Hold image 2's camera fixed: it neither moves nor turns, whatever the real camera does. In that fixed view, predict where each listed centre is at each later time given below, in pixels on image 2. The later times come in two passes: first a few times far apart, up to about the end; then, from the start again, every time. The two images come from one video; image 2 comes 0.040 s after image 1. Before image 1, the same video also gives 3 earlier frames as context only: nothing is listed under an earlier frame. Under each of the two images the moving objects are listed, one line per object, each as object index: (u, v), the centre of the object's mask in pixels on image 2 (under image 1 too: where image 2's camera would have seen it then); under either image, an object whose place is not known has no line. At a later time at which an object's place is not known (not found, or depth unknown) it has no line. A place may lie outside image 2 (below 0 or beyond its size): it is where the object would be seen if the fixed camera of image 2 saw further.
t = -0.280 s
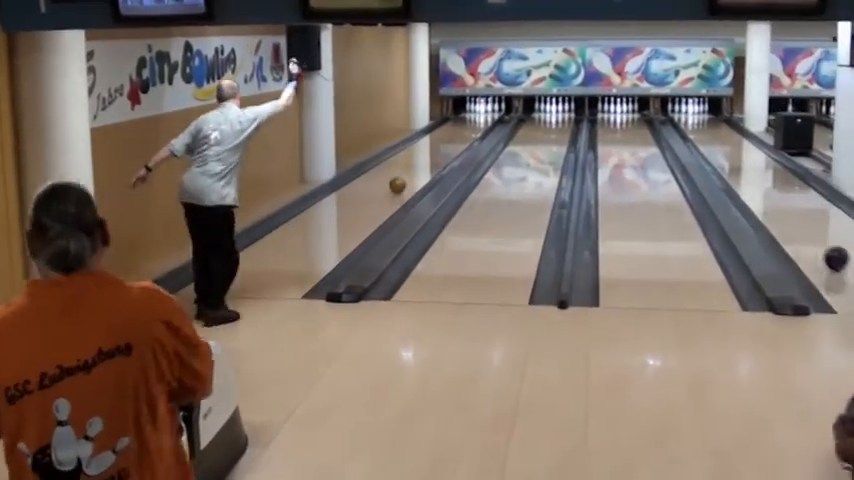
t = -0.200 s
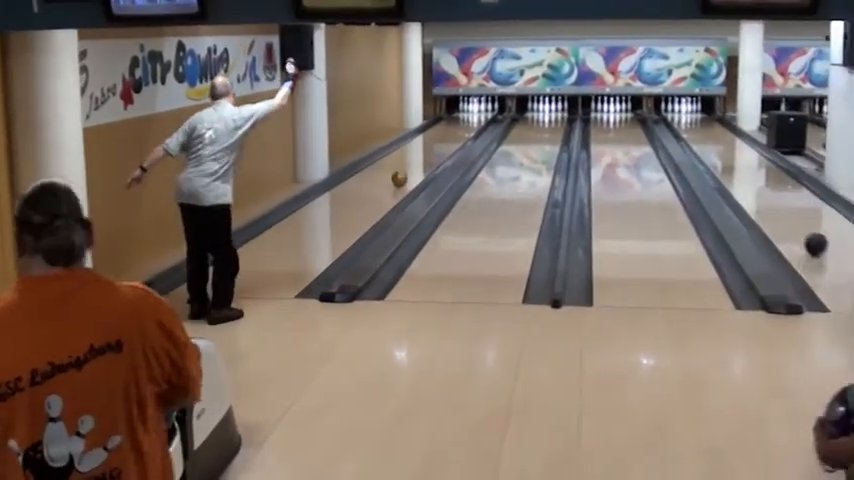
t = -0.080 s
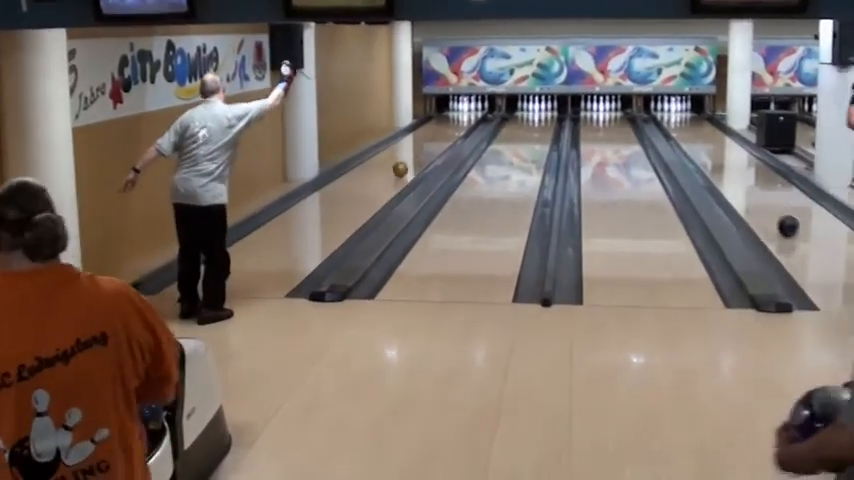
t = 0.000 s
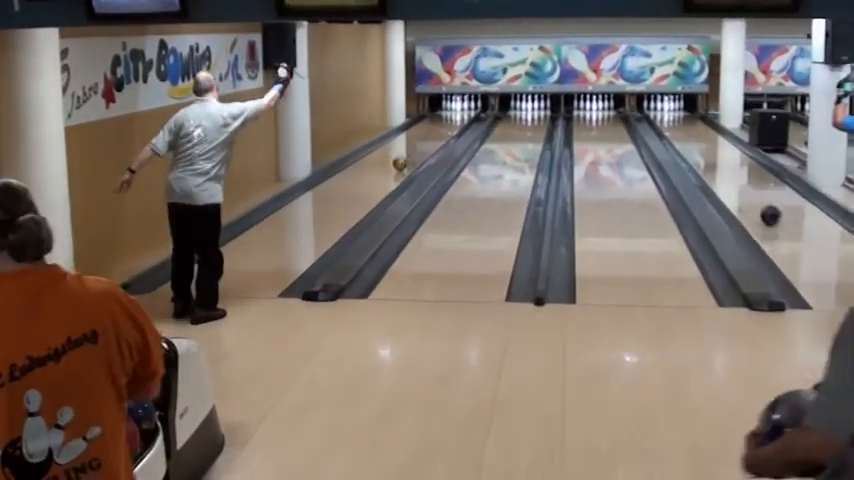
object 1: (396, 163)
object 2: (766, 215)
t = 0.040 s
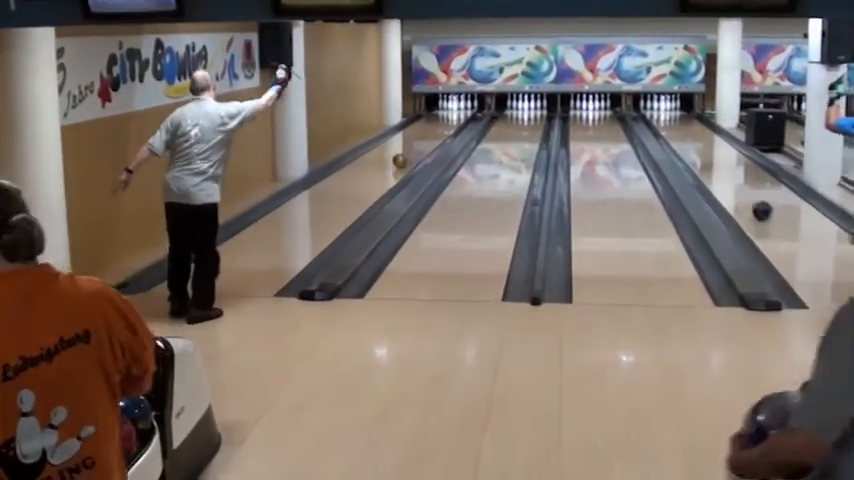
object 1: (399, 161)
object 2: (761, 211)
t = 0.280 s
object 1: (415, 148)
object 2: (738, 188)
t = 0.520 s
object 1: (427, 139)
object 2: (720, 170)
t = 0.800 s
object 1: (439, 128)
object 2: (704, 154)
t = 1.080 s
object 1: (445, 121)
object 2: (690, 141)
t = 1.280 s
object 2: (682, 134)
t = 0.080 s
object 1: (402, 158)
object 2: (757, 206)
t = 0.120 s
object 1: (405, 156)
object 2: (753, 203)
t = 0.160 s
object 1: (407, 154)
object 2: (749, 198)
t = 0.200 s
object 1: (410, 151)
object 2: (745, 195)
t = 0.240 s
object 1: (412, 150)
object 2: (741, 191)
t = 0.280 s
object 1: (415, 148)
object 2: (738, 188)
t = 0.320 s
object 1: (418, 147)
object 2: (735, 184)
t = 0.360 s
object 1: (420, 144)
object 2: (731, 181)
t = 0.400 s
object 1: (422, 143)
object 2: (728, 178)
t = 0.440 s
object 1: (424, 142)
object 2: (725, 175)
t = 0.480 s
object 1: (425, 140)
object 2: (722, 173)
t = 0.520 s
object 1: (427, 139)
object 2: (720, 170)
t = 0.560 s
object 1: (429, 137)
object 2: (717, 167)
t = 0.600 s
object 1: (431, 134)
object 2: (714, 165)
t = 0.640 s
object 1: (433, 133)
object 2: (712, 163)
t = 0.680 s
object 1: (434, 132)
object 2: (710, 161)
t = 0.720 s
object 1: (436, 130)
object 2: (708, 158)
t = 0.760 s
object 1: (438, 129)
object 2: (706, 156)
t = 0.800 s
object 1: (439, 128)
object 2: (704, 154)
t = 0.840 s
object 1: (441, 128)
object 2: (701, 152)
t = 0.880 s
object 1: (442, 126)
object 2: (699, 150)
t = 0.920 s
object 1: (442, 125)
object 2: (697, 148)
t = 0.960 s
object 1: (444, 125)
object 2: (695, 146)
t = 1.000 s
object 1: (445, 122)
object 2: (693, 145)
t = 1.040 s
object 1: (446, 121)
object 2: (692, 143)
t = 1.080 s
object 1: (445, 121)
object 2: (690, 141)
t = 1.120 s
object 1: (446, 120)
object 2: (688, 140)
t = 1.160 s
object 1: (448, 121)
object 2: (686, 138)
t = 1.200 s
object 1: (450, 117)
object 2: (685, 136)
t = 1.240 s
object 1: (451, 115)
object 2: (683, 135)
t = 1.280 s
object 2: (682, 134)
